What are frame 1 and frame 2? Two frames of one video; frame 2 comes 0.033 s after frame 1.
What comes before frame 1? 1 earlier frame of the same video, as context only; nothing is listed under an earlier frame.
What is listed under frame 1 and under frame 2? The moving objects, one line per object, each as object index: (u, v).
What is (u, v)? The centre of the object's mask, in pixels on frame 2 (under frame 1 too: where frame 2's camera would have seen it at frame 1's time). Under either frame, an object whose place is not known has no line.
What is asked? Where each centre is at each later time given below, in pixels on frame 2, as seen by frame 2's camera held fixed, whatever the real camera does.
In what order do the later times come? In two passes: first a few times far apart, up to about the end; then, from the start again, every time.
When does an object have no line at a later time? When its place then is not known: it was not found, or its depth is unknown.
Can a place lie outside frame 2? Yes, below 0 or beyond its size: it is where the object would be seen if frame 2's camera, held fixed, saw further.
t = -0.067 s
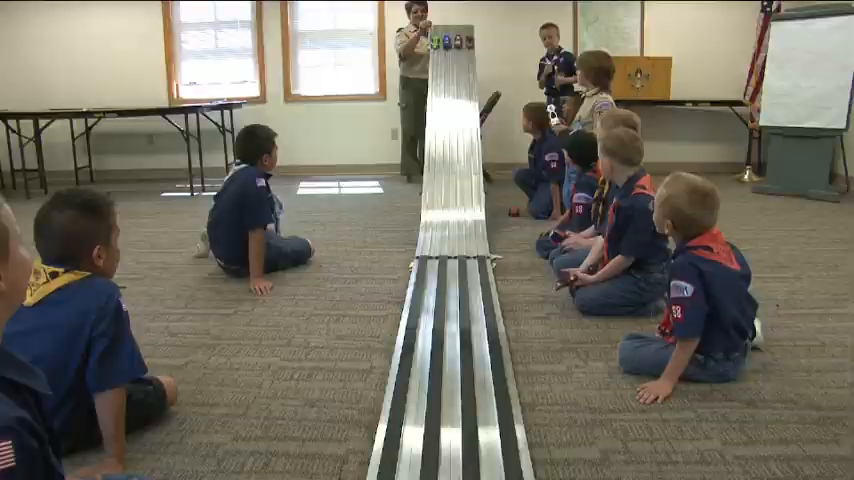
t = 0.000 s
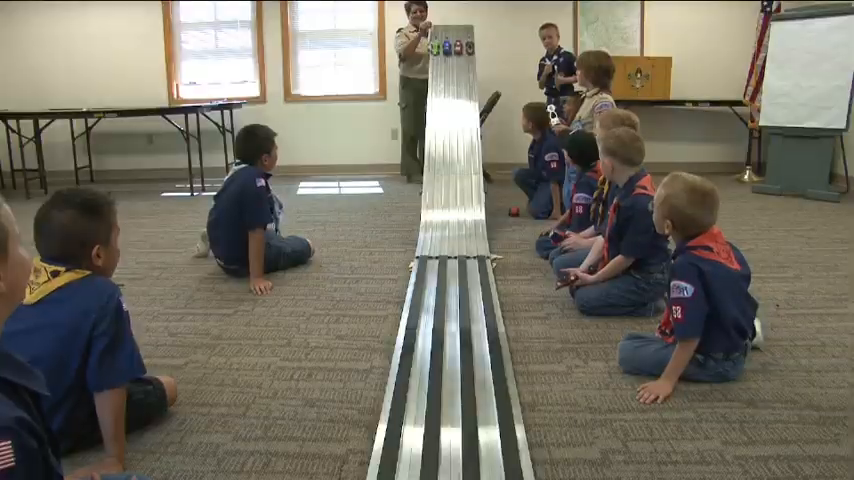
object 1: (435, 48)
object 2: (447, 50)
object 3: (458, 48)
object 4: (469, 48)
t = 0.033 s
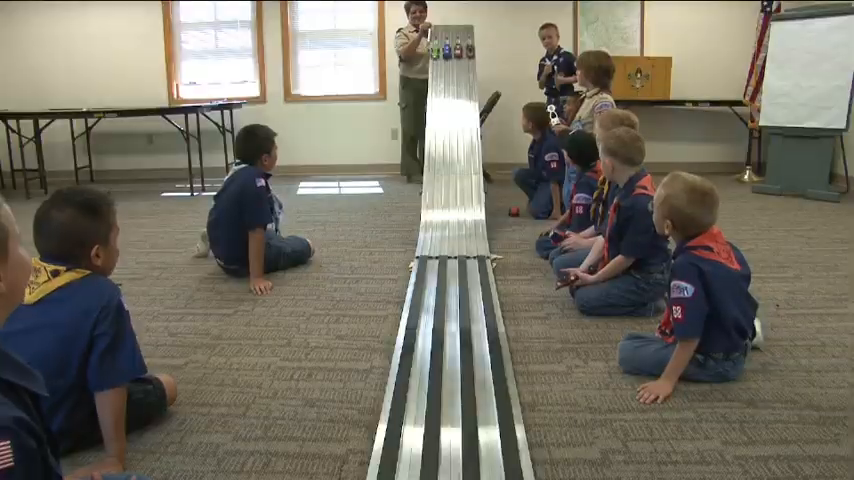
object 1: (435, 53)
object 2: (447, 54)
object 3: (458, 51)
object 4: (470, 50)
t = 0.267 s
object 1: (433, 89)
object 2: (447, 89)
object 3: (458, 86)
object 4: (472, 86)
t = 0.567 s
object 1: (429, 182)
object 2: (446, 175)
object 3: (460, 172)
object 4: (475, 172)
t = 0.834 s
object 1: (421, 270)
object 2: (443, 262)
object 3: (463, 263)
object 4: (482, 252)
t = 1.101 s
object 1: (410, 334)
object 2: (439, 312)
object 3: (464, 318)
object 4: (485, 331)
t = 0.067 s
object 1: (435, 57)
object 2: (447, 58)
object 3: (458, 55)
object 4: (470, 55)
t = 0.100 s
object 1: (434, 61)
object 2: (447, 62)
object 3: (458, 59)
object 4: (470, 59)
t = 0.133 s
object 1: (434, 66)
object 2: (447, 66)
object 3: (458, 64)
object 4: (470, 63)
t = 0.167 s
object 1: (434, 71)
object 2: (447, 71)
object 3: (458, 68)
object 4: (471, 68)
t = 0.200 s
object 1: (434, 76)
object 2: (447, 76)
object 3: (458, 74)
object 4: (471, 74)
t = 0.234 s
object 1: (433, 82)
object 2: (447, 82)
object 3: (458, 79)
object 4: (471, 79)
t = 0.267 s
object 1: (433, 89)
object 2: (447, 89)
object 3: (458, 86)
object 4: (472, 86)
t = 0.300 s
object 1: (433, 96)
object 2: (447, 96)
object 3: (459, 93)
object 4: (472, 93)
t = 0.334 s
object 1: (433, 105)
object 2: (447, 104)
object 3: (459, 101)
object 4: (472, 100)
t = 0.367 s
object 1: (432, 114)
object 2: (447, 112)
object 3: (459, 109)
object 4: (473, 108)
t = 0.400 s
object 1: (432, 123)
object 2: (447, 121)
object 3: (460, 120)
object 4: (473, 117)
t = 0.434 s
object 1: (432, 133)
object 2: (446, 130)
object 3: (460, 130)
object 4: (474, 126)
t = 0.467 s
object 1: (431, 143)
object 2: (446, 140)
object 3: (460, 139)
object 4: (473, 136)
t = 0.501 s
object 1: (430, 156)
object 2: (446, 151)
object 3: (460, 150)
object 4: (474, 147)
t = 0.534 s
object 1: (430, 168)
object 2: (446, 163)
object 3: (460, 161)
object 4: (474, 159)
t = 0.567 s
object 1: (429, 182)
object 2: (446, 175)
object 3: (460, 172)
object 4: (475, 172)
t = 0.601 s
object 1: (429, 198)
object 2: (446, 189)
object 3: (461, 188)
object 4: (476, 187)
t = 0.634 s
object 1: (428, 213)
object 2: (446, 205)
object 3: (461, 204)
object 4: (477, 201)
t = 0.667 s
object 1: (427, 226)
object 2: (445, 217)
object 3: (461, 218)
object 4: (477, 215)
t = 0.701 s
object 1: (426, 236)
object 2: (445, 229)
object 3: (461, 230)
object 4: (478, 227)
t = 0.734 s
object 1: (425, 245)
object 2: (444, 239)
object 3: (461, 238)
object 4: (479, 238)
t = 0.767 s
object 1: (424, 252)
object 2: (444, 246)
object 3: (462, 247)
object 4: (480, 246)
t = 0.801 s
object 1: (422, 262)
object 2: (443, 254)
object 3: (462, 254)
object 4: (482, 252)
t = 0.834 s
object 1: (421, 270)
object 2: (443, 262)
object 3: (463, 263)
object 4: (482, 252)
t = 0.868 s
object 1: (420, 277)
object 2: (442, 270)
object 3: (463, 270)
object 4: (483, 256)
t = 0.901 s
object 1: (419, 286)
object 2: (441, 278)
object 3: (463, 277)
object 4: (485, 264)
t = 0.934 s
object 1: (417, 295)
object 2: (440, 286)
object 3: (463, 286)
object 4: (488, 280)
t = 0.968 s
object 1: (416, 303)
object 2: (439, 292)
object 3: (464, 293)
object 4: (489, 291)
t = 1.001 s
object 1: (414, 312)
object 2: (439, 298)
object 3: (464, 301)
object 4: (492, 300)
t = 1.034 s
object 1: (413, 319)
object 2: (439, 303)
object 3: (463, 308)
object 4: (488, 308)
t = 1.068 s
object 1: (412, 327)
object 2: (439, 308)
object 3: (462, 313)
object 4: (490, 319)
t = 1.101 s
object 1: (410, 334)
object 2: (439, 312)
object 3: (464, 318)
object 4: (485, 331)
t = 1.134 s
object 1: (409, 341)
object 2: (439, 315)
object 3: (465, 325)
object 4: (488, 339)
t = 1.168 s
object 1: (408, 347)
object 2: (439, 316)
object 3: (465, 330)
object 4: (492, 351)
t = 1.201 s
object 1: (407, 352)
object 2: (439, 317)
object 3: (465, 334)
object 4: (499, 365)
